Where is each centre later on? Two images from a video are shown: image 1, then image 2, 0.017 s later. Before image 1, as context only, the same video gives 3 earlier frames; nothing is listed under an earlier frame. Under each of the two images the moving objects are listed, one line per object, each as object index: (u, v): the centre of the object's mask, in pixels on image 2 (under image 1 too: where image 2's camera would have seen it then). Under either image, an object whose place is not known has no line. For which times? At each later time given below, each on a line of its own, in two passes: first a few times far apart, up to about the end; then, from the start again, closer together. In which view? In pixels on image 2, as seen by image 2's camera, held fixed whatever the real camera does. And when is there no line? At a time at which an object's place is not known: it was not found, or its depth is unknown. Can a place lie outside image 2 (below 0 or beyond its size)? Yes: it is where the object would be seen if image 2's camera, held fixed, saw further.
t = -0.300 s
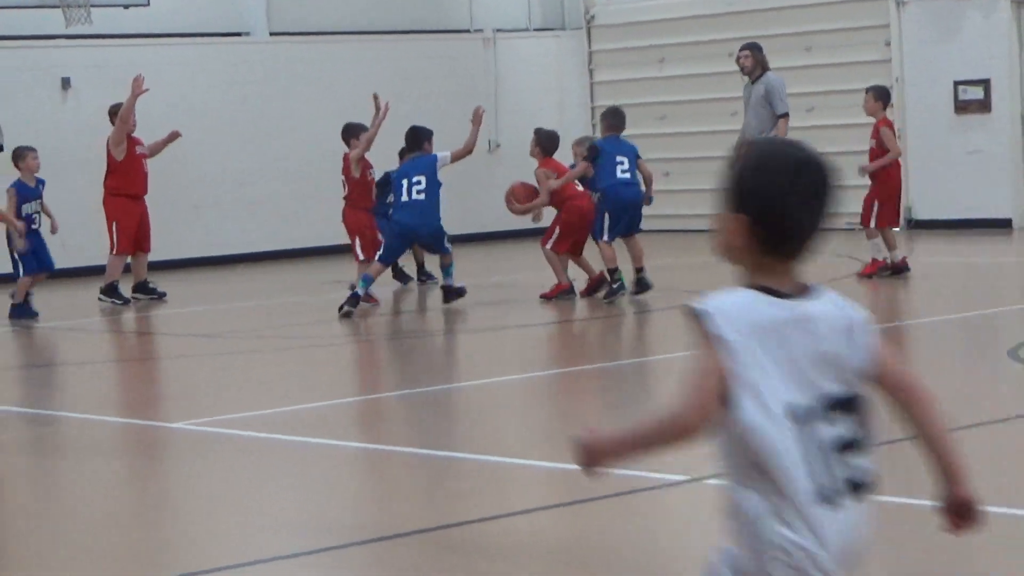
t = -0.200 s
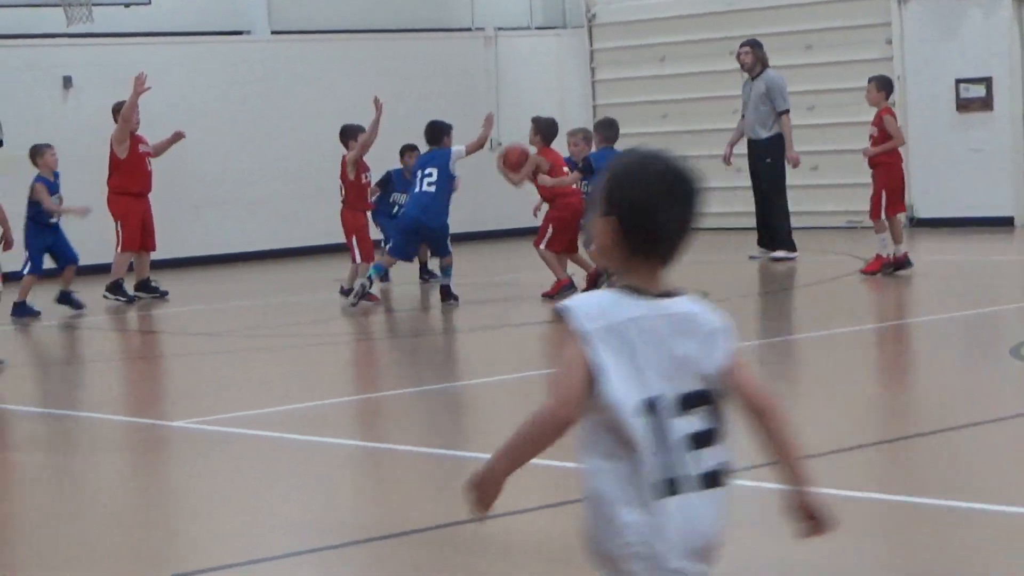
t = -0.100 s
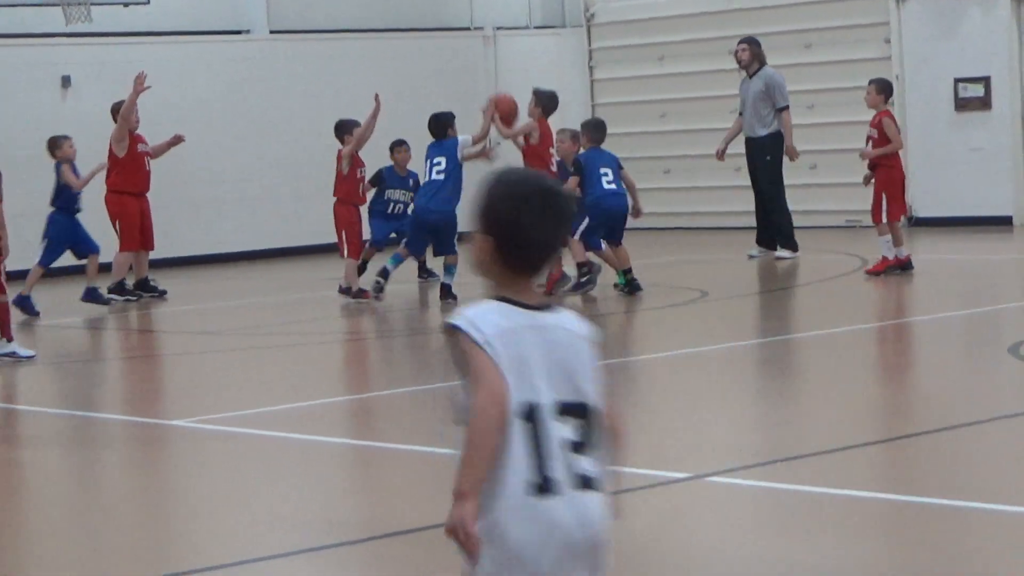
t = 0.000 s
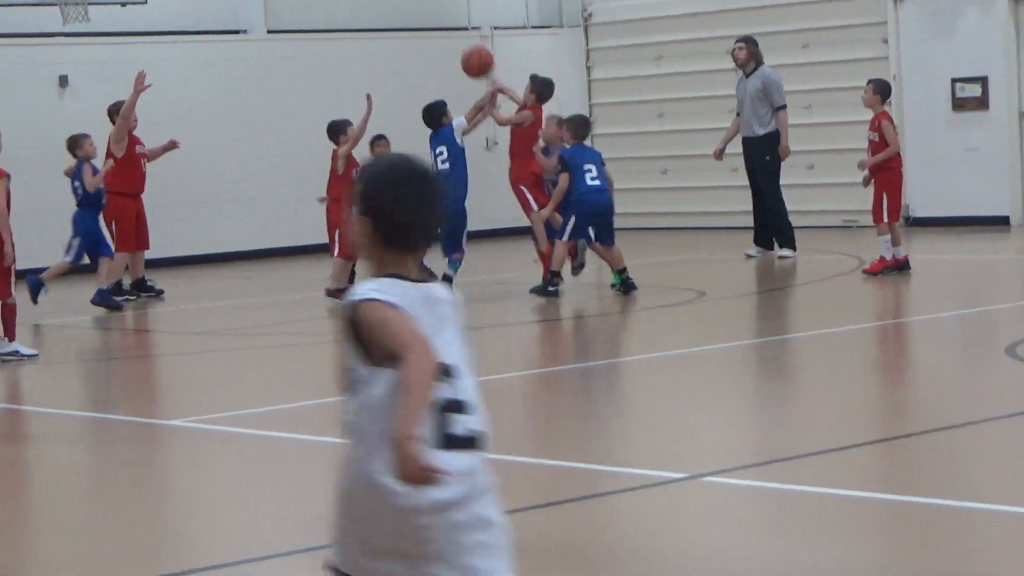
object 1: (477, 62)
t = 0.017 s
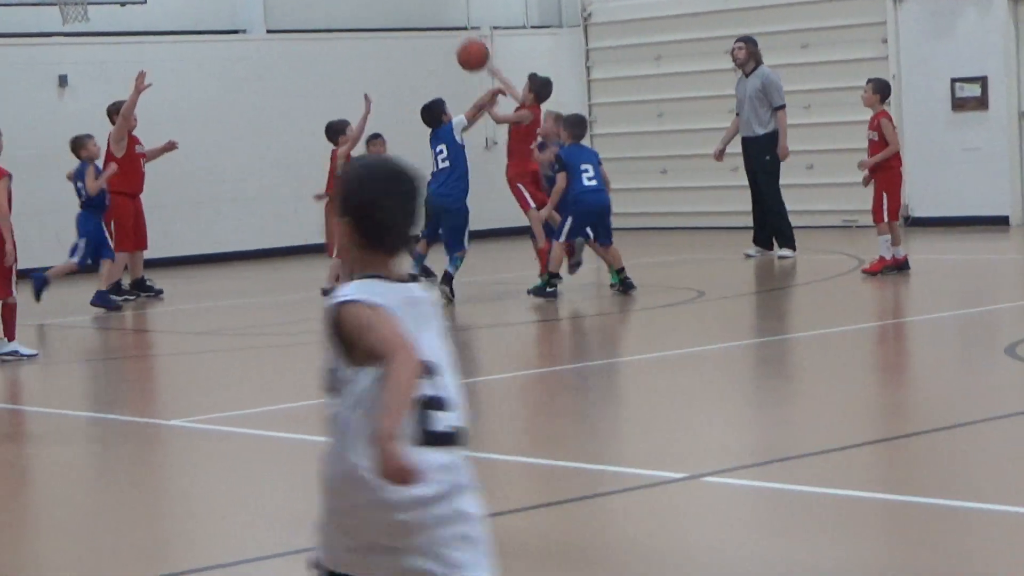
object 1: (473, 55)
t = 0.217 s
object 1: (432, 5)
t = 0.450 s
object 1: (394, 20)
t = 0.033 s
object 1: (469, 49)
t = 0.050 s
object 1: (466, 43)
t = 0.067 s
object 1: (462, 38)
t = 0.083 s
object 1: (459, 33)
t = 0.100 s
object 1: (455, 28)
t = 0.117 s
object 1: (452, 24)
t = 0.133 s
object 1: (448, 20)
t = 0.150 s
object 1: (445, 13)
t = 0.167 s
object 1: (442, 11)
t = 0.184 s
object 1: (438, 9)
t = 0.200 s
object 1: (435, 7)
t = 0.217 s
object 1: (432, 5)
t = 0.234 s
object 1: (429, 4)
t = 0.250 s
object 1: (426, 4)
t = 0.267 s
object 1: (423, 3)
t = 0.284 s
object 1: (420, 3)
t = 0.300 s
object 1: (417, 3)
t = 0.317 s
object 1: (415, 2)
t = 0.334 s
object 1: (412, 3)
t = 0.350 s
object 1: (409, 5)
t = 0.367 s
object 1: (407, 6)
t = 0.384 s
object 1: (404, 9)
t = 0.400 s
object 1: (401, 12)
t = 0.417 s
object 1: (399, 14)
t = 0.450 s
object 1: (394, 20)
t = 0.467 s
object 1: (391, 23)
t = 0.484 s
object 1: (389, 27)
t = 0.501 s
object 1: (387, 32)
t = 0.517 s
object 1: (384, 37)
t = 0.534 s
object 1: (381, 42)
